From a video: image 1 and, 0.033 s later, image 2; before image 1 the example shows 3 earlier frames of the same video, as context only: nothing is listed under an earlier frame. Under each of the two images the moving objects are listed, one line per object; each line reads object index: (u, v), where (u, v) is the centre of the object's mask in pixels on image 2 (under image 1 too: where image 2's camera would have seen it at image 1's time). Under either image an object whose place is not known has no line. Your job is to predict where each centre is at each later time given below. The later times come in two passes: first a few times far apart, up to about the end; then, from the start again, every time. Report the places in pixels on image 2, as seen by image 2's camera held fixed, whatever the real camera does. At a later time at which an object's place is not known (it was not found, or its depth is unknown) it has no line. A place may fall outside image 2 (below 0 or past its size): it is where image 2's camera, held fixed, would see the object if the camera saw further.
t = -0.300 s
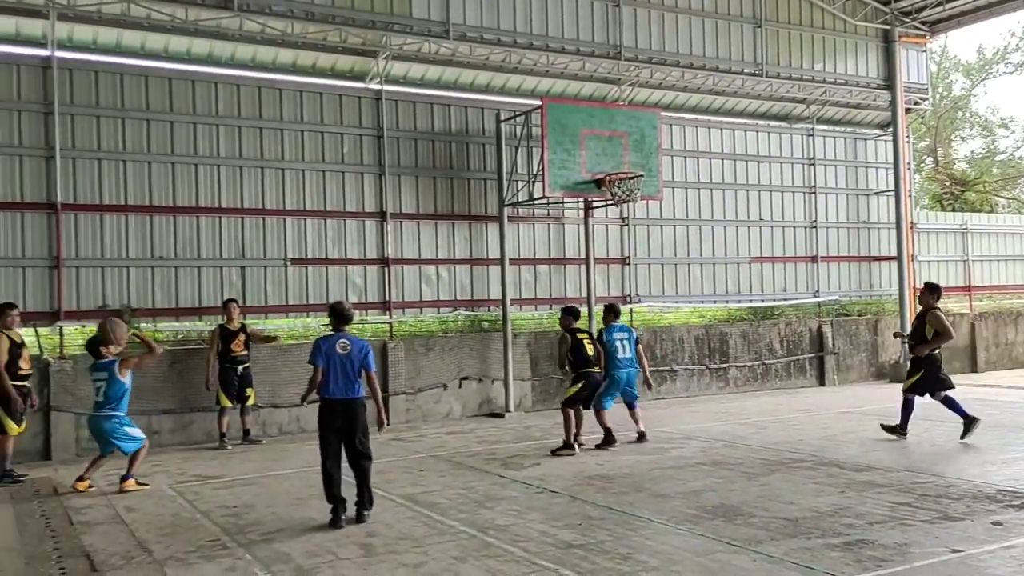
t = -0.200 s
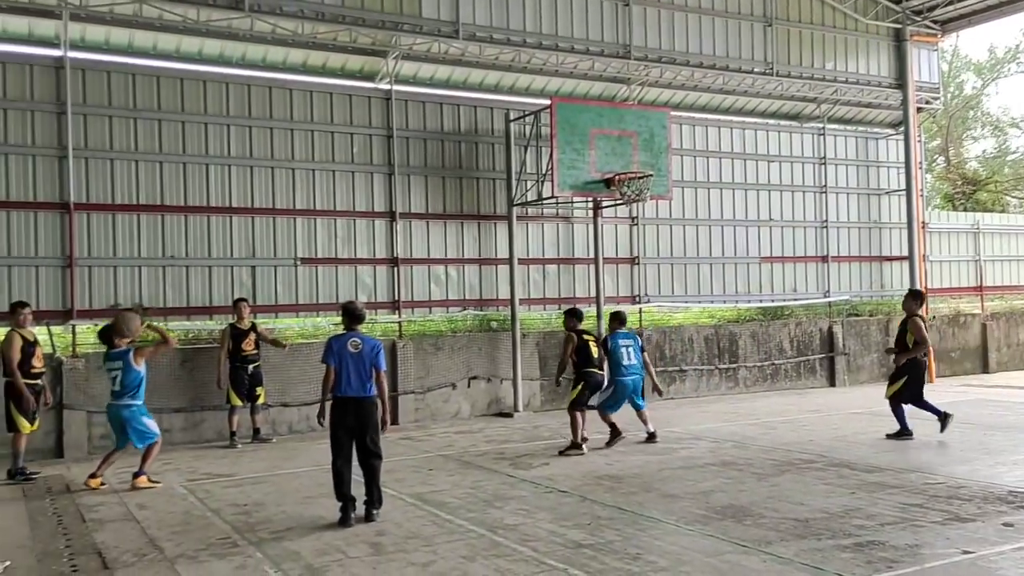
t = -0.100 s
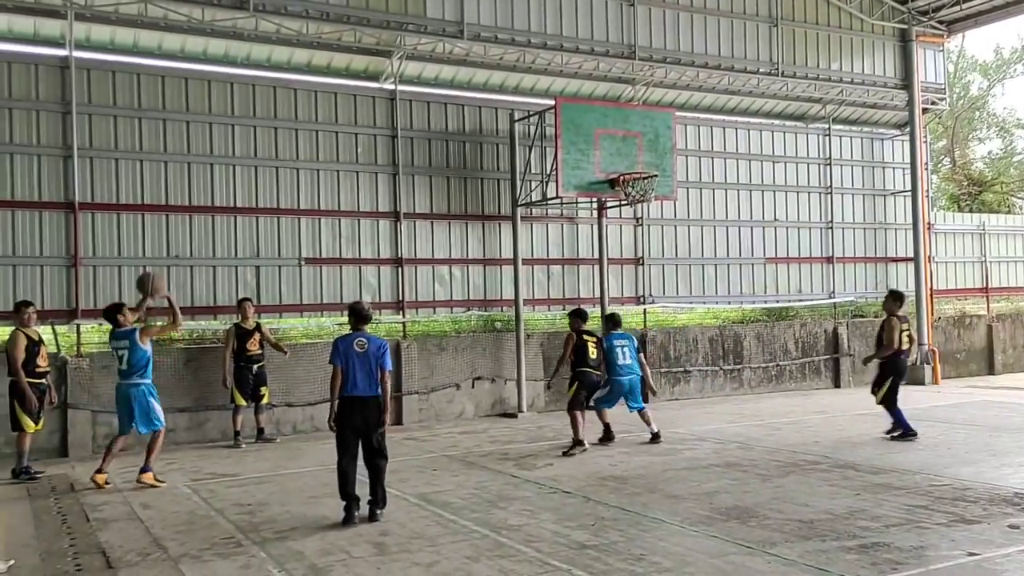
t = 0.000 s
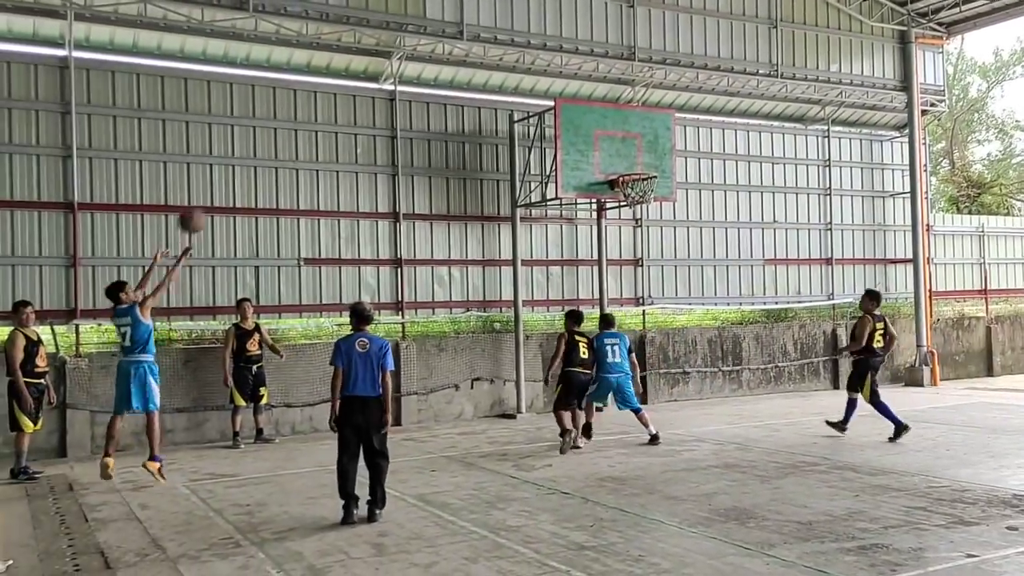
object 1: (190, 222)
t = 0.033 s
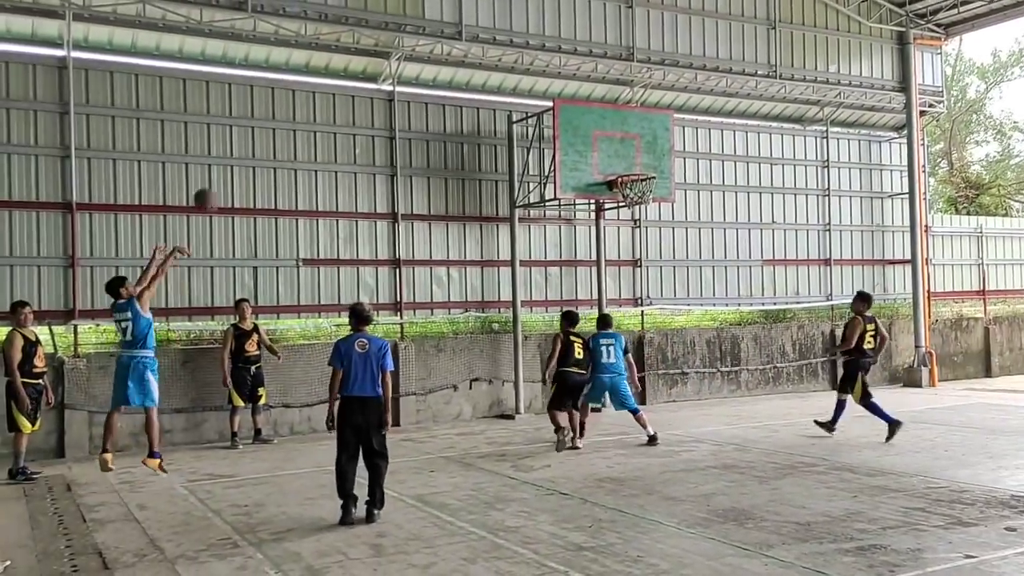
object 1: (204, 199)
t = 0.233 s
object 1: (298, 104)
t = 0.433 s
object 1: (382, 54)
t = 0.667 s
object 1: (473, 46)
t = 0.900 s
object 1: (554, 84)
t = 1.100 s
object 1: (615, 149)
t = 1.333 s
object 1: (652, 149)
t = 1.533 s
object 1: (679, 160)
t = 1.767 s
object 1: (711, 211)
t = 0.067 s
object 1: (222, 179)
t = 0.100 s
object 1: (236, 162)
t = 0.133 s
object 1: (252, 146)
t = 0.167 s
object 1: (269, 131)
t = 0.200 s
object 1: (283, 117)
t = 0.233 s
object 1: (298, 104)
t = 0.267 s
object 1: (313, 94)
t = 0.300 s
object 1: (328, 83)
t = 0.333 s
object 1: (343, 74)
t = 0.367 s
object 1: (355, 66)
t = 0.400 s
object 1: (370, 60)
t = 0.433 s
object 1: (382, 54)
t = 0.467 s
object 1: (397, 50)
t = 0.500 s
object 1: (410, 47)
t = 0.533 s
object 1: (423, 45)
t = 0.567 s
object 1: (436, 44)
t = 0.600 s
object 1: (449, 43)
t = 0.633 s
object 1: (460, 45)
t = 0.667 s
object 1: (473, 46)
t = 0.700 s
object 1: (485, 49)
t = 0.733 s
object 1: (496, 52)
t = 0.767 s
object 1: (508, 57)
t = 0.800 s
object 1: (519, 62)
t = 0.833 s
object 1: (531, 69)
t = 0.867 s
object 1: (543, 76)
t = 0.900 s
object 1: (554, 84)
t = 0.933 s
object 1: (565, 93)
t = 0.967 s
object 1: (574, 103)
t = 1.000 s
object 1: (585, 114)
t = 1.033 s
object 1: (596, 125)
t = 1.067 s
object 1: (605, 137)
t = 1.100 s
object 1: (615, 149)
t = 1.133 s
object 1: (624, 162)
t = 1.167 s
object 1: (630, 163)
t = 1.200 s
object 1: (635, 159)
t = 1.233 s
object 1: (639, 155)
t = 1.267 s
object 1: (644, 152)
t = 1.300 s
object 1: (648, 150)
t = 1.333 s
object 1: (652, 149)
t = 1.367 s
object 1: (657, 149)
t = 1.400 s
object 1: (661, 150)
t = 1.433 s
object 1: (665, 151)
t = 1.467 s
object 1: (670, 153)
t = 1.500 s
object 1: (675, 156)
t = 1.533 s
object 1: (679, 160)
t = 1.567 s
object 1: (684, 165)
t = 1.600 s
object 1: (688, 171)
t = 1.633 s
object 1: (693, 177)
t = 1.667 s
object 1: (697, 184)
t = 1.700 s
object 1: (701, 192)
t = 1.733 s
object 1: (706, 201)
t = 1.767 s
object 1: (711, 211)
